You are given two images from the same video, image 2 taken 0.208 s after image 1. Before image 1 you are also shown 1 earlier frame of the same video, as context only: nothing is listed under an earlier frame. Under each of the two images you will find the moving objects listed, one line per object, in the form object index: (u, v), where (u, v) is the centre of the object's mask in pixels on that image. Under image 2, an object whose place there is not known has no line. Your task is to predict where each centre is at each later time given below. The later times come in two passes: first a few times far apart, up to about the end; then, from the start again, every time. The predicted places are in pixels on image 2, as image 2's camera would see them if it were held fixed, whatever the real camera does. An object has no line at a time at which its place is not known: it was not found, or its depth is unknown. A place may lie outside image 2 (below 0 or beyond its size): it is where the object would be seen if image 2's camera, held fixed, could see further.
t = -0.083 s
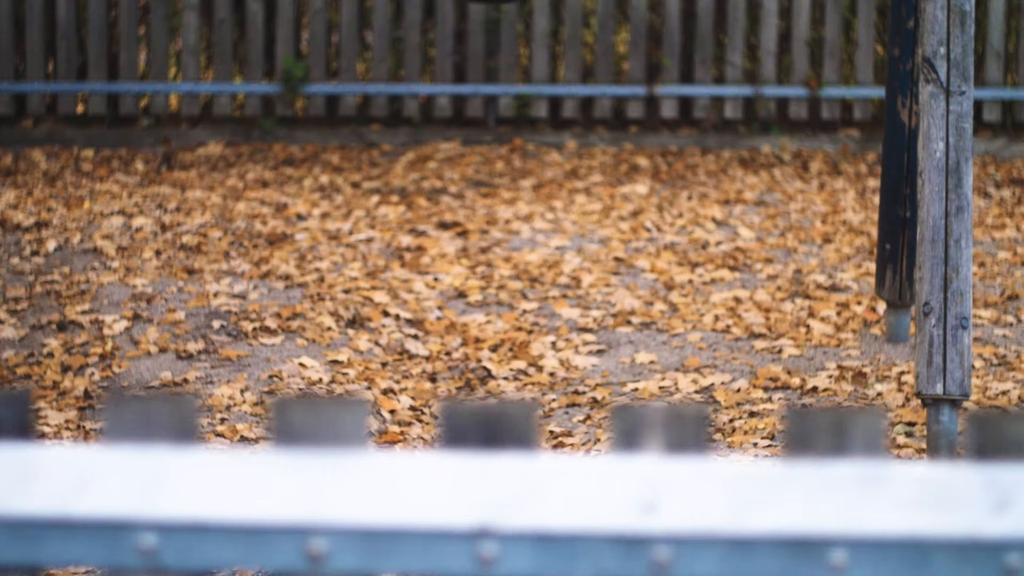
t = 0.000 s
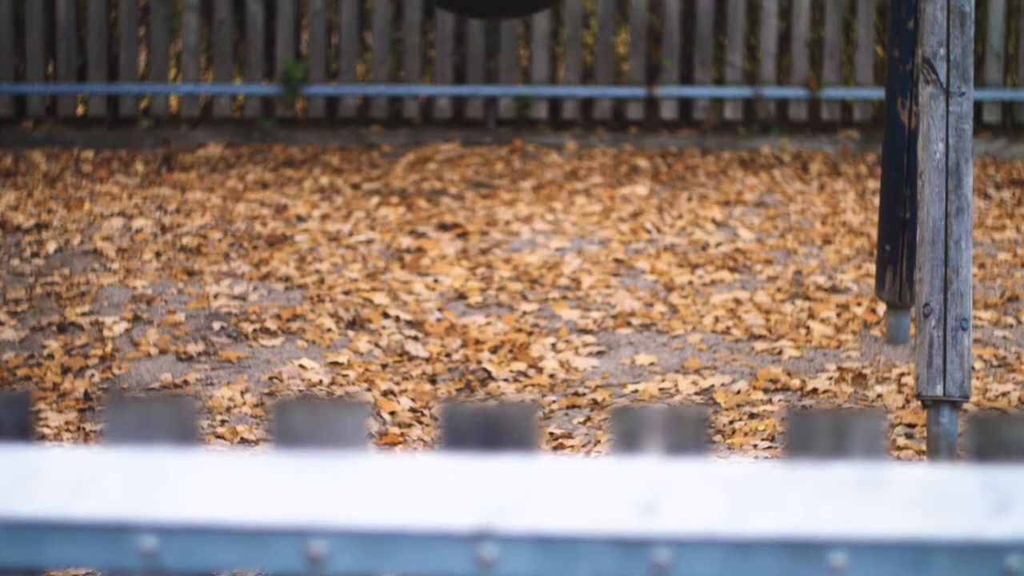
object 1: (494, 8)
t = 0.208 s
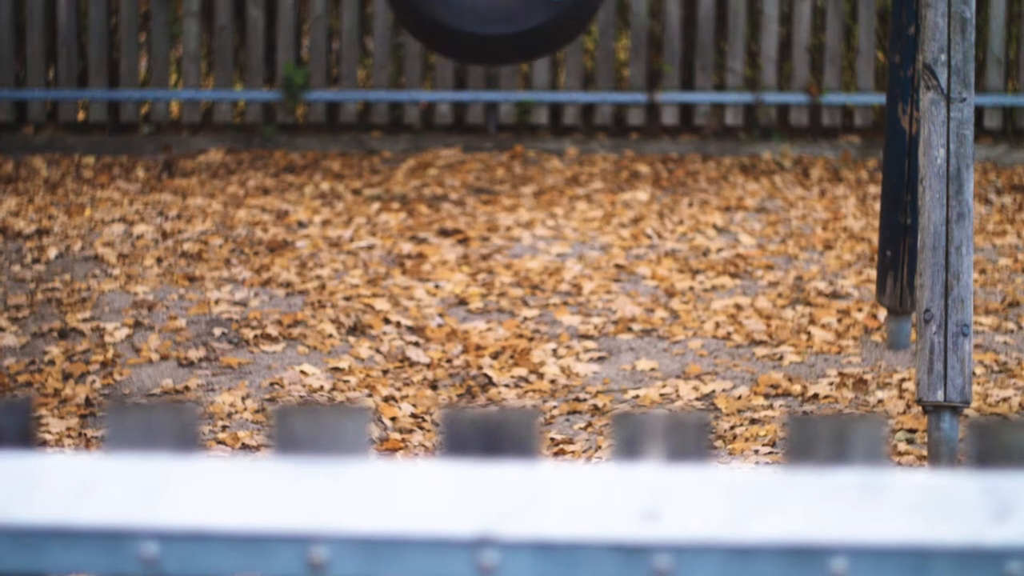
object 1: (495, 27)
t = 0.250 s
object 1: (494, 32)
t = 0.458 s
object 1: (494, 63)
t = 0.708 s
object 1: (489, 84)
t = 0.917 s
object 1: (482, 126)
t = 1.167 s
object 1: (471, 171)
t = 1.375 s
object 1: (460, 199)
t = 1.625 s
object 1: (445, 207)
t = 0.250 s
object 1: (494, 32)
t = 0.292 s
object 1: (494, 38)
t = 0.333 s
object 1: (494, 42)
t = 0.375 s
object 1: (494, 50)
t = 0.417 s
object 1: (494, 57)
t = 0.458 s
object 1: (494, 63)
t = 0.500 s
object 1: (494, 69)
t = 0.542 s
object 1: (495, 75)
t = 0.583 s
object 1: (492, 78)
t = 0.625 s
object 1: (491, 86)
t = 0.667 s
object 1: (490, 91)
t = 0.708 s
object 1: (489, 84)
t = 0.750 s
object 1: (488, 87)
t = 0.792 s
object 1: (487, 103)
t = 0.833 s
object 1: (485, 111)
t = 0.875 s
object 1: (484, 119)
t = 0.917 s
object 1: (482, 126)
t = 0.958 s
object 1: (481, 134)
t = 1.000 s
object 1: (479, 142)
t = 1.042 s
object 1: (477, 150)
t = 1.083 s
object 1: (475, 157)
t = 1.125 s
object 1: (473, 164)
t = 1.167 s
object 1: (471, 171)
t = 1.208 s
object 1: (469, 177)
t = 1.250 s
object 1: (468, 183)
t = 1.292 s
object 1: (465, 189)
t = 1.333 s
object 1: (463, 194)
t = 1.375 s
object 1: (460, 199)
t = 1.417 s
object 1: (458, 203)
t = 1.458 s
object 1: (456, 205)
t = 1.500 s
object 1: (453, 206)
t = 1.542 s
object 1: (450, 207)
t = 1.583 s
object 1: (448, 208)
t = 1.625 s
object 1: (445, 207)
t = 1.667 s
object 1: (442, 206)
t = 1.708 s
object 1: (440, 203)
